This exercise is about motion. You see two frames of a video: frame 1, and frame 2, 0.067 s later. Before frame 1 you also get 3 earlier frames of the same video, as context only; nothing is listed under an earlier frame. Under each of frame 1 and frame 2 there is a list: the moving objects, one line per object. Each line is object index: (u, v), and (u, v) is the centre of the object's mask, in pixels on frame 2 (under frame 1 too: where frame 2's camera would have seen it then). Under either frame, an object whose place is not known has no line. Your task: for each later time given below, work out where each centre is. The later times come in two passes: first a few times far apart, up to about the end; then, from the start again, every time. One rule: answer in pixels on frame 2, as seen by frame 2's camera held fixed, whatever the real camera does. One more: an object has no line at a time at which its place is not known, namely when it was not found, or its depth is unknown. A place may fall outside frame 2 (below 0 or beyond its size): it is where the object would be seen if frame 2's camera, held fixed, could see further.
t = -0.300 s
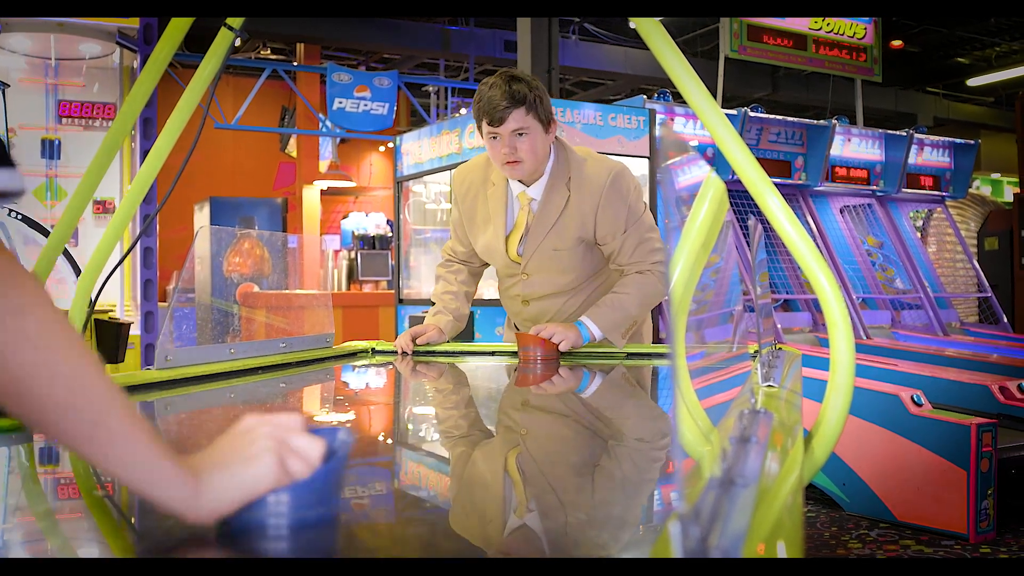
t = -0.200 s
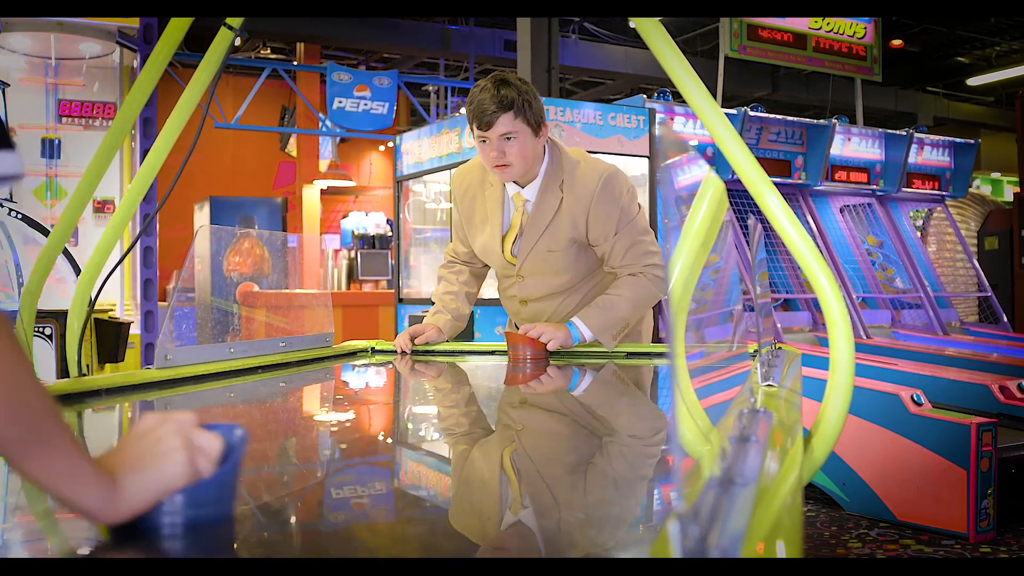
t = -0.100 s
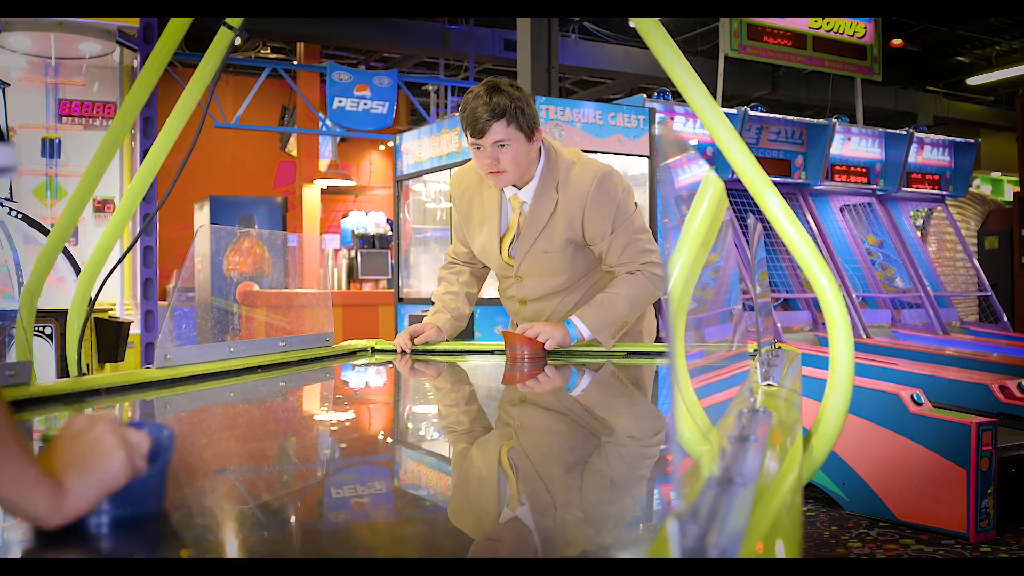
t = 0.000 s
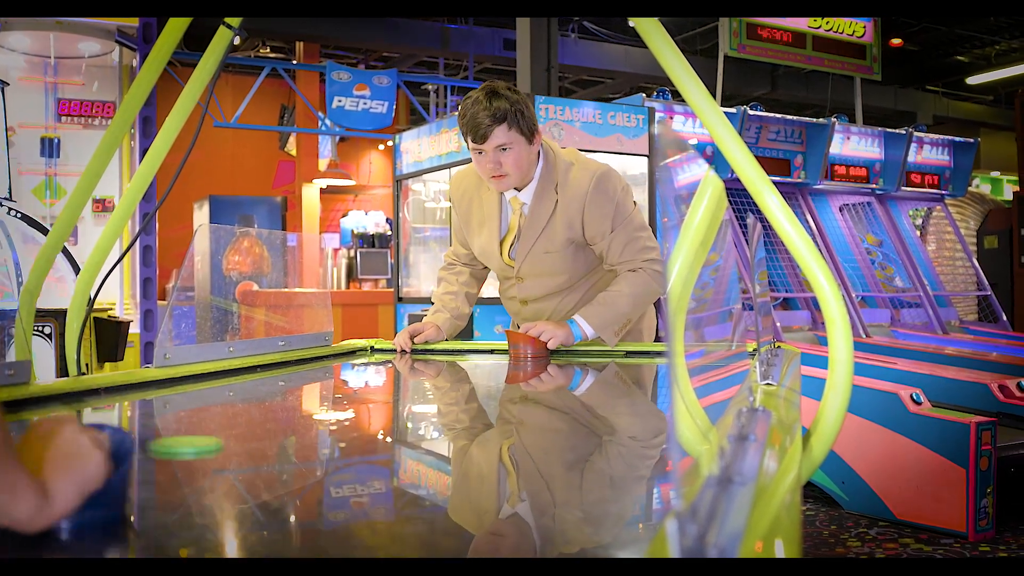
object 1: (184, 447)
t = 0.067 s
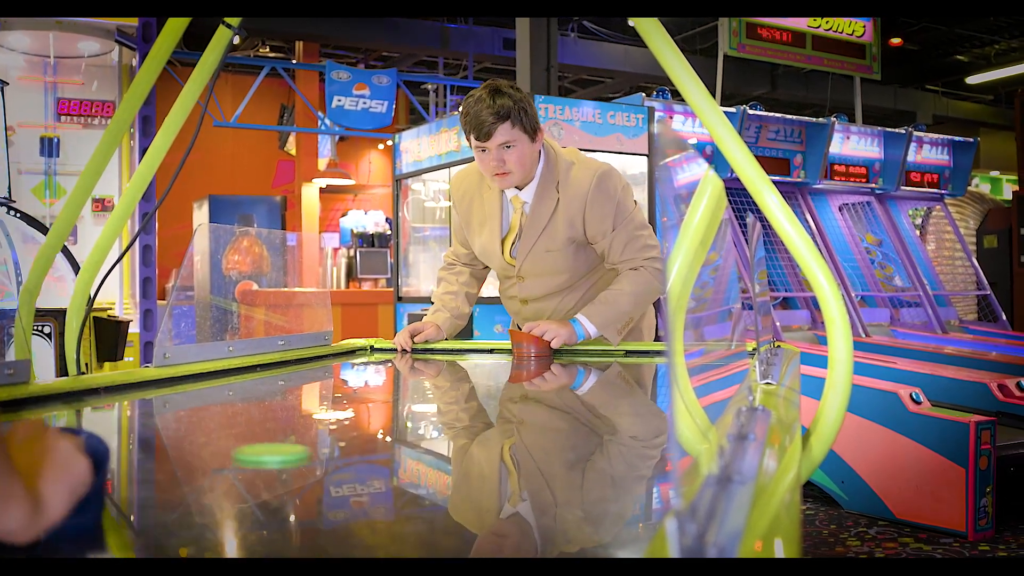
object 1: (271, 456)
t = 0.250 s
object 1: (555, 484)
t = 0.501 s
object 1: (494, 490)
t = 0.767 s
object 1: (248, 481)
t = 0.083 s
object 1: (293, 458)
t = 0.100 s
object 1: (316, 461)
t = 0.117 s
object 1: (341, 463)
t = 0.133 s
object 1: (365, 465)
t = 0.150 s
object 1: (389, 468)
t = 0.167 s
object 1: (415, 471)
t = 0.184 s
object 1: (441, 473)
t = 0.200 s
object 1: (471, 476)
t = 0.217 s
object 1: (498, 479)
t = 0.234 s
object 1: (527, 481)
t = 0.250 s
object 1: (555, 484)
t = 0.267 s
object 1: (584, 487)
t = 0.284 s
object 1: (613, 489)
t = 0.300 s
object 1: (638, 492)
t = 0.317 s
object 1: (654, 494)
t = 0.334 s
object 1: (646, 494)
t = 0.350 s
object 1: (637, 494)
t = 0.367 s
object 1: (625, 494)
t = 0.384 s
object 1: (609, 493)
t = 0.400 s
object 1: (592, 493)
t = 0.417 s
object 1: (575, 493)
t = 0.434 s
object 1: (558, 492)
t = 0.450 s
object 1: (542, 492)
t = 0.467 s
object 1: (527, 491)
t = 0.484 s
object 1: (511, 491)
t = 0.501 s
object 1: (494, 490)
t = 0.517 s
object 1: (476, 490)
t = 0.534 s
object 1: (460, 490)
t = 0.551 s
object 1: (443, 489)
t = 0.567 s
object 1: (427, 489)
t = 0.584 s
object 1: (411, 488)
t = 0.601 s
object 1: (396, 488)
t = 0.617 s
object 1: (380, 487)
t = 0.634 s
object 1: (365, 486)
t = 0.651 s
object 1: (350, 486)
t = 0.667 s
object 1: (336, 485)
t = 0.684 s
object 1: (320, 484)
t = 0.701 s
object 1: (305, 484)
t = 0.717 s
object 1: (291, 483)
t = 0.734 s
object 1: (277, 483)
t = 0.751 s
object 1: (262, 482)
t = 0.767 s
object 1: (248, 481)
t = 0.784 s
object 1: (233, 480)
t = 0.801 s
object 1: (218, 479)
